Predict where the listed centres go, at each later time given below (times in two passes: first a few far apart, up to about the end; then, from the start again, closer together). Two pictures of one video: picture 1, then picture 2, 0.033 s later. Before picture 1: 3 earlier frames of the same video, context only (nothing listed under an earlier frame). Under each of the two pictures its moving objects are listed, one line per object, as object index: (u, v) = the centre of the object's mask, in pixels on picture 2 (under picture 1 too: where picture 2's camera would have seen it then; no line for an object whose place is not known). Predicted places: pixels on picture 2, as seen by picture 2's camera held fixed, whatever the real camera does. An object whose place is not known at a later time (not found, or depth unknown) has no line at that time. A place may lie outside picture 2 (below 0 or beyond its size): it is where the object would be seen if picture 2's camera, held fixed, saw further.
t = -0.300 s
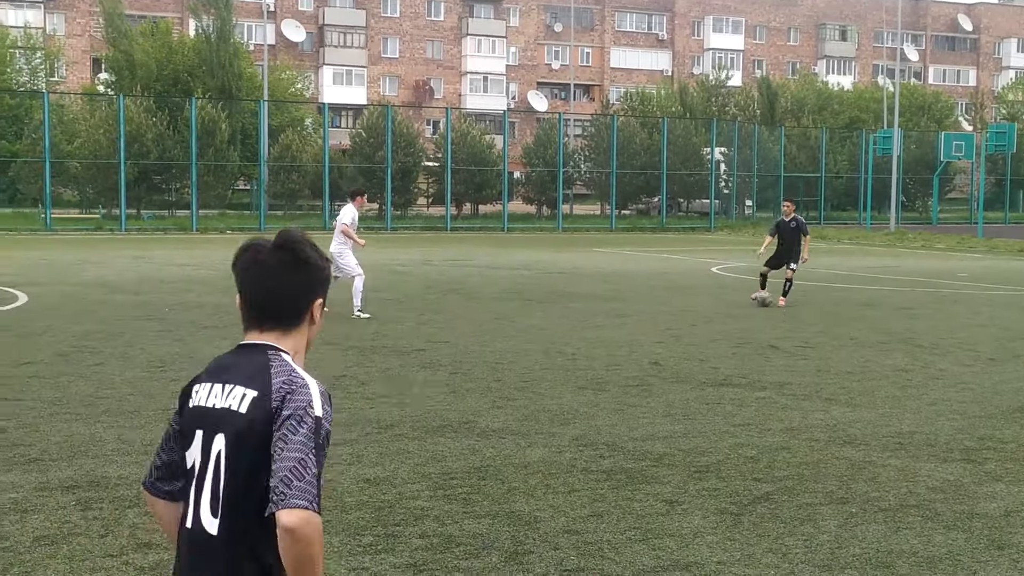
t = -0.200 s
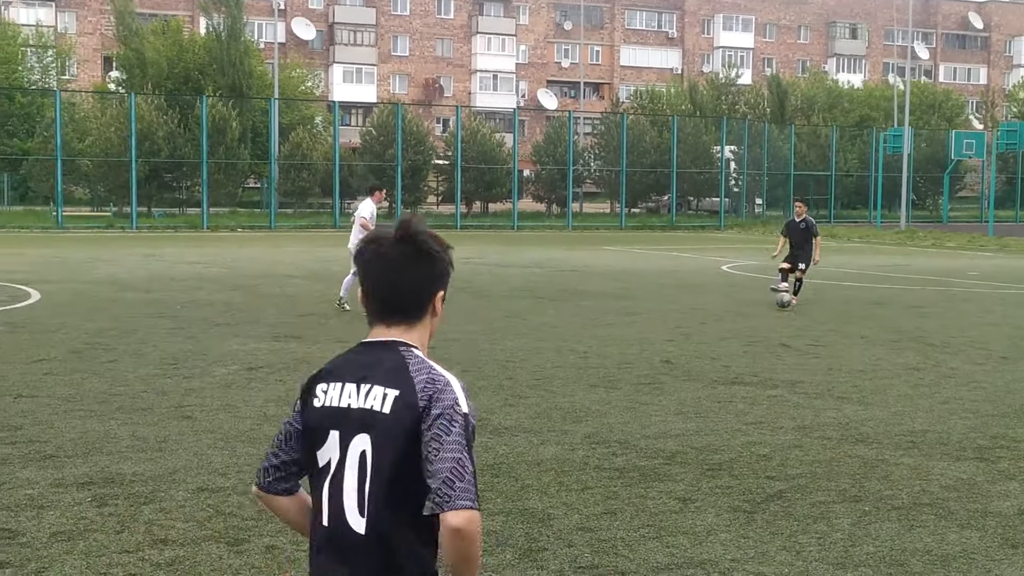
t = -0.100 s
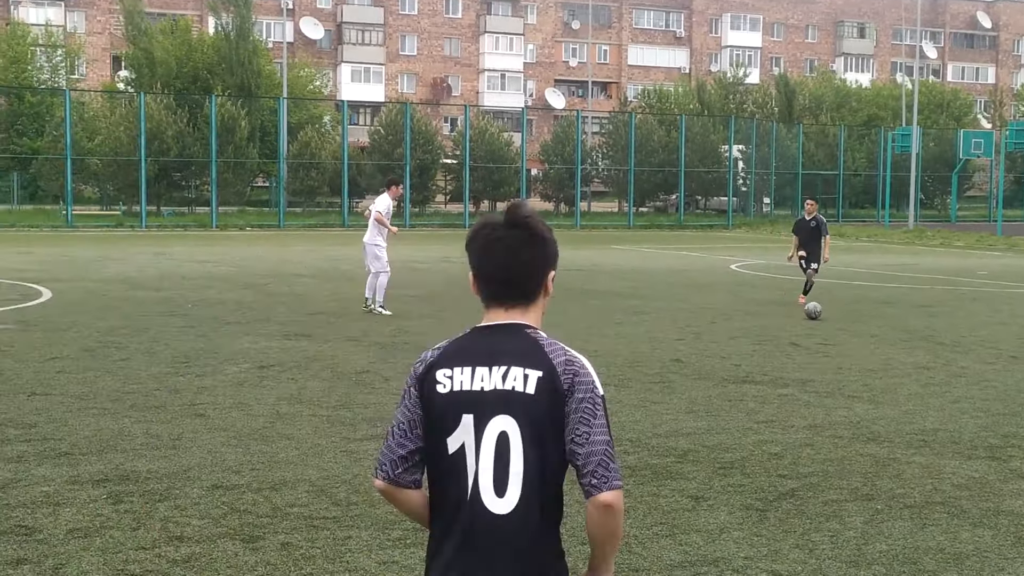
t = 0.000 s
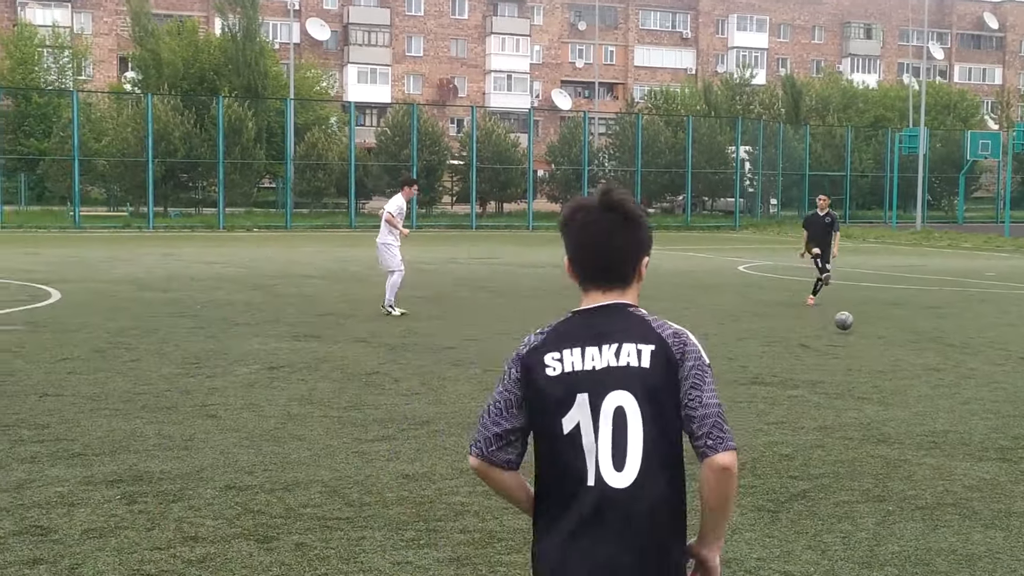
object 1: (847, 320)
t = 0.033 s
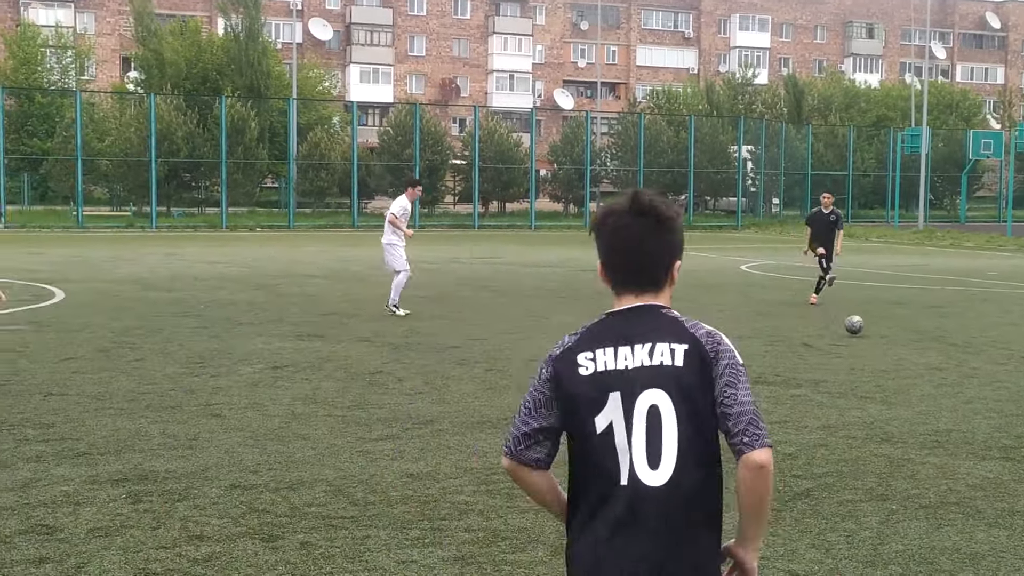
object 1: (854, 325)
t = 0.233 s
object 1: (903, 350)
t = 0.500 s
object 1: (988, 387)
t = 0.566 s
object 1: (1016, 408)
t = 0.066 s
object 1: (862, 331)
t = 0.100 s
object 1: (870, 334)
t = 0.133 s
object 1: (878, 335)
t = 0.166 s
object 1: (886, 338)
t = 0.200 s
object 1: (895, 343)
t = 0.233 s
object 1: (903, 350)
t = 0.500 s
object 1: (988, 387)
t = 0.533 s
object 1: (1002, 398)
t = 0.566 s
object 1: (1016, 408)
